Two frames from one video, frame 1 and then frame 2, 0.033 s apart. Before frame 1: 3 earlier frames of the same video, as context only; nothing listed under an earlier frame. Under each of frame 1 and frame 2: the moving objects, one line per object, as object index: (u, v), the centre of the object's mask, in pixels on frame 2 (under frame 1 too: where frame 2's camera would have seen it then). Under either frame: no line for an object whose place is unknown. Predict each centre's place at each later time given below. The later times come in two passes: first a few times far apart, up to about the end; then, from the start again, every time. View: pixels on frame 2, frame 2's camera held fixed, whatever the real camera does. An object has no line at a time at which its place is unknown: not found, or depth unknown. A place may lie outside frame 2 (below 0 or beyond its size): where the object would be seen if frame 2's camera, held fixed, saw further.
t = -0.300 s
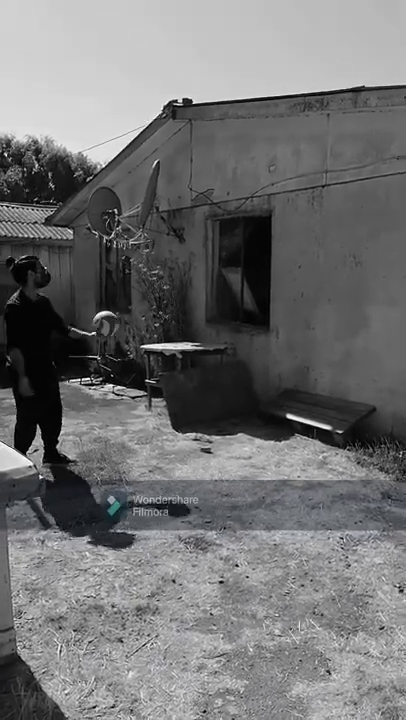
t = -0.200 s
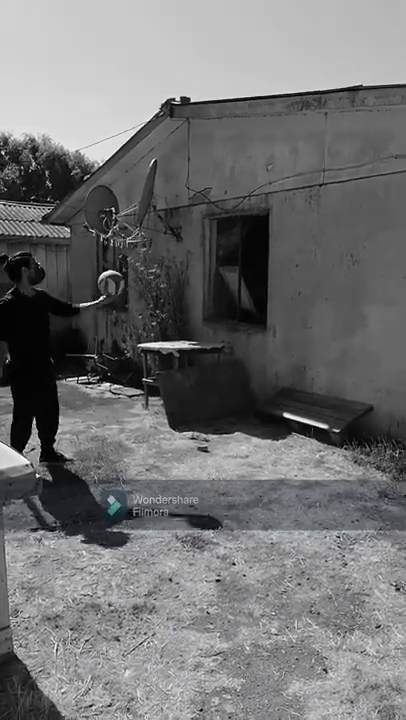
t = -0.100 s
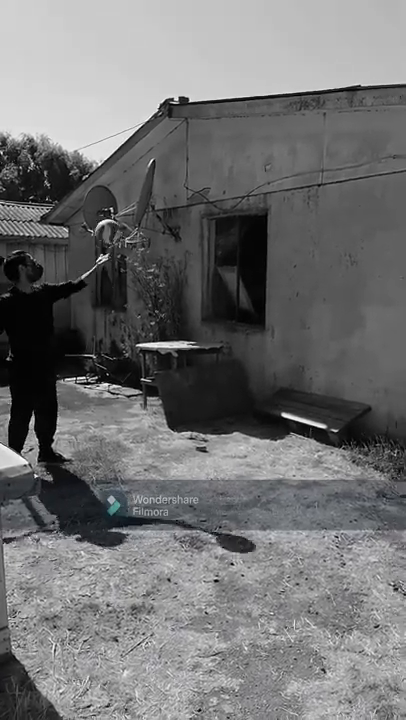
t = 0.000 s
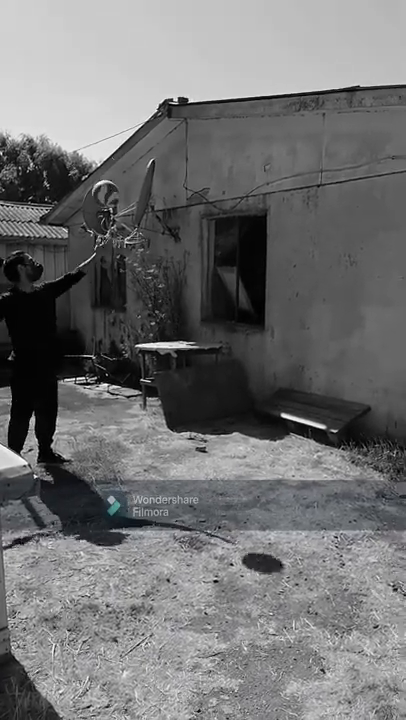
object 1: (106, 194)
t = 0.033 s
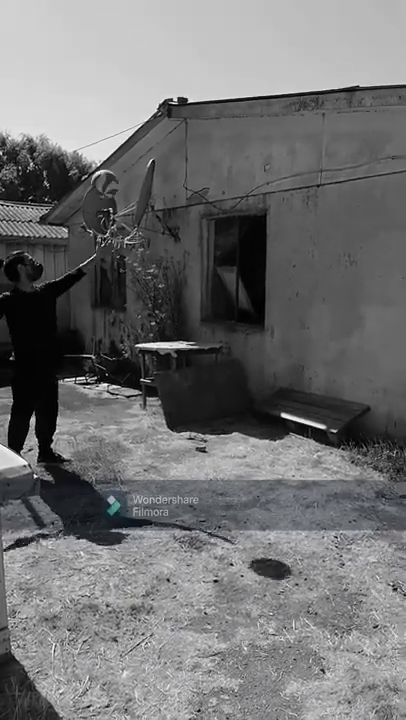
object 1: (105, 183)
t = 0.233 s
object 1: (100, 155)
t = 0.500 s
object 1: (94, 196)
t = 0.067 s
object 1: (105, 175)
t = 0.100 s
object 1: (104, 168)
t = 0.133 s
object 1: (103, 162)
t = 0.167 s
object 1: (102, 159)
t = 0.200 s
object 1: (102, 156)
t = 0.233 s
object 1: (100, 155)
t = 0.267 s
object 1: (100, 155)
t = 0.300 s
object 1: (99, 156)
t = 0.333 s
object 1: (99, 160)
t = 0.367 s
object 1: (99, 164)
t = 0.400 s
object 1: (98, 171)
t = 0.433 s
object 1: (97, 178)
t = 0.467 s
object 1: (96, 187)
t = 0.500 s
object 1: (94, 196)
